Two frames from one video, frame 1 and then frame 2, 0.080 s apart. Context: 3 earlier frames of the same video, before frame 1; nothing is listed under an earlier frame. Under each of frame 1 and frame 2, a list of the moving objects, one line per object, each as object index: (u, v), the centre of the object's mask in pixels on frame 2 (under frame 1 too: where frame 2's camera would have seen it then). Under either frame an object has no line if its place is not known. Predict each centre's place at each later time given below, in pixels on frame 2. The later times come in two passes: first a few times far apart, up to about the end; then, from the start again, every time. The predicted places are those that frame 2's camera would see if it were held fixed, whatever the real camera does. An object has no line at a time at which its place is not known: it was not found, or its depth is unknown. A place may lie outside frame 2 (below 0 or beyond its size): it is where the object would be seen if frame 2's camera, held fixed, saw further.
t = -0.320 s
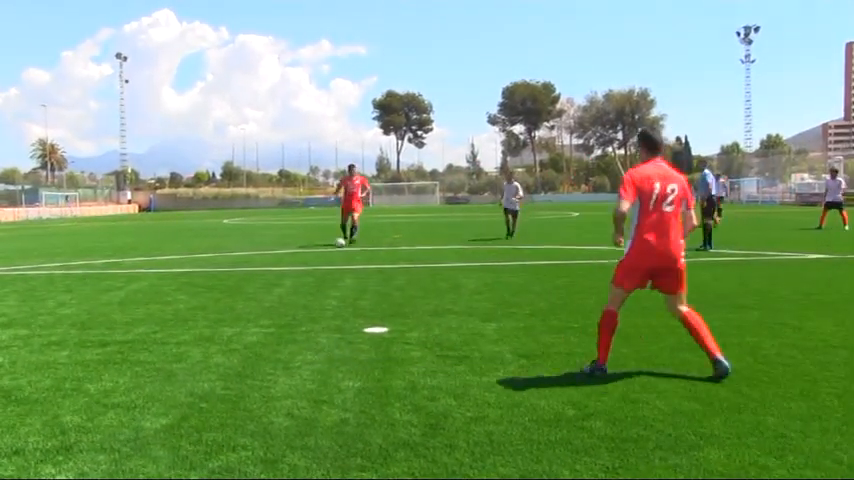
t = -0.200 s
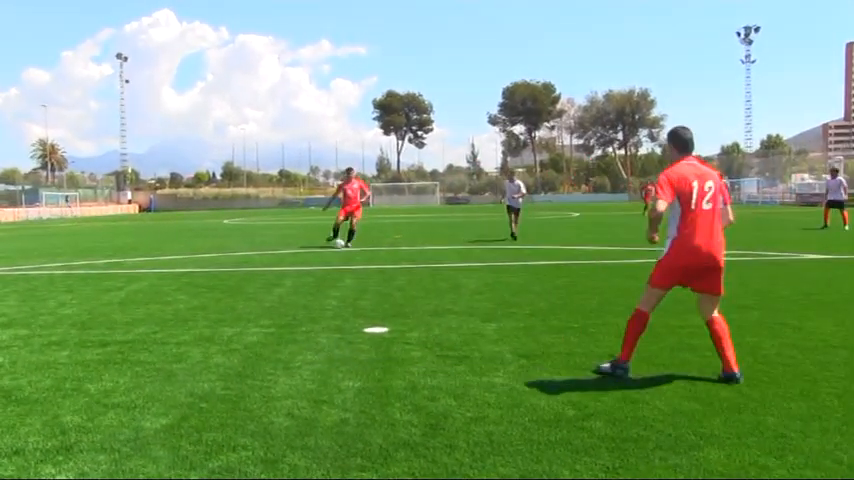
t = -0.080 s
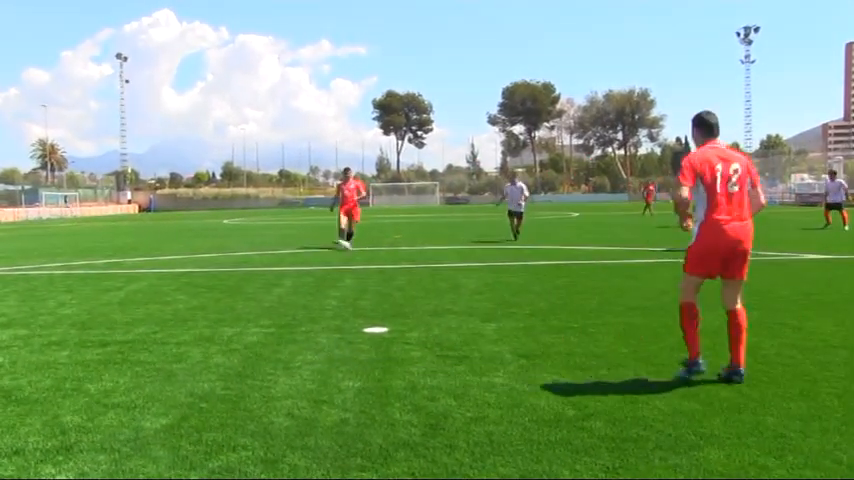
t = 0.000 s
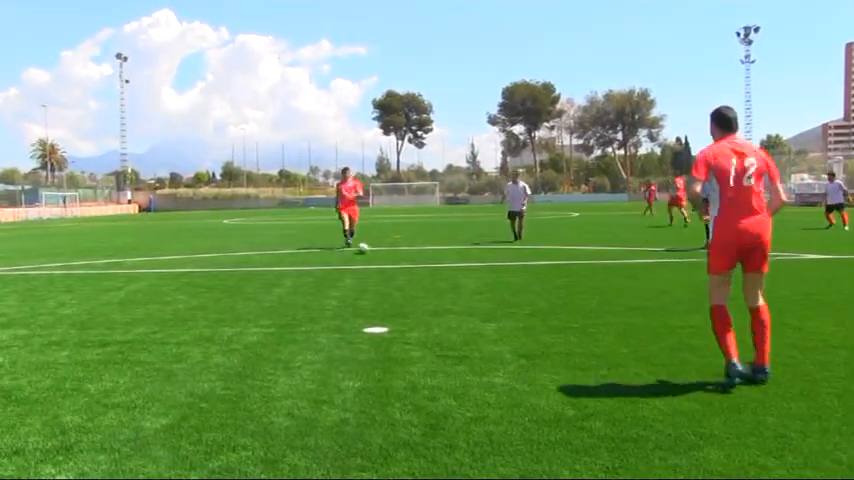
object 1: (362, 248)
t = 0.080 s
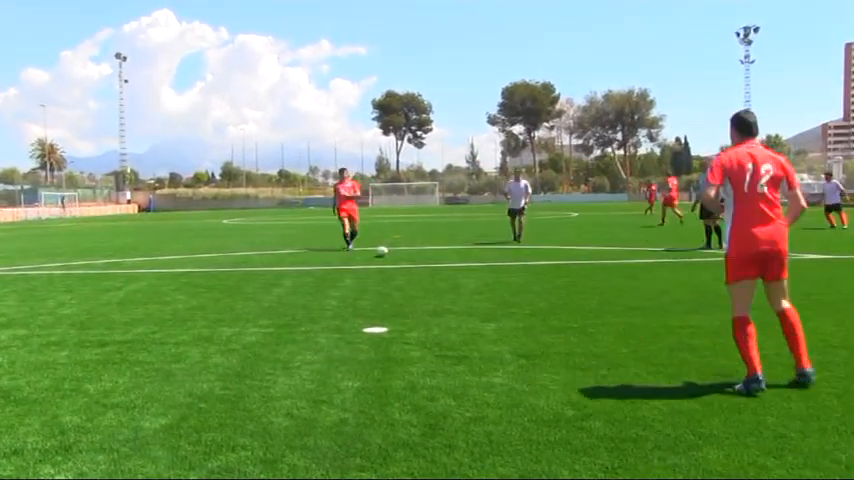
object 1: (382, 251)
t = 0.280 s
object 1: (435, 258)
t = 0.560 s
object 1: (520, 271)
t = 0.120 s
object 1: (392, 252)
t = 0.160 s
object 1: (402, 252)
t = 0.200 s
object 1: (414, 255)
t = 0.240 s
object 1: (424, 258)
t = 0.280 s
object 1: (435, 258)
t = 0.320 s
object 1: (446, 259)
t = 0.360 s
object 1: (457, 262)
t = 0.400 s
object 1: (470, 263)
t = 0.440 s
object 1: (482, 266)
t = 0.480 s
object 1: (494, 267)
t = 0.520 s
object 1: (506, 269)
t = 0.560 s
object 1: (520, 271)
